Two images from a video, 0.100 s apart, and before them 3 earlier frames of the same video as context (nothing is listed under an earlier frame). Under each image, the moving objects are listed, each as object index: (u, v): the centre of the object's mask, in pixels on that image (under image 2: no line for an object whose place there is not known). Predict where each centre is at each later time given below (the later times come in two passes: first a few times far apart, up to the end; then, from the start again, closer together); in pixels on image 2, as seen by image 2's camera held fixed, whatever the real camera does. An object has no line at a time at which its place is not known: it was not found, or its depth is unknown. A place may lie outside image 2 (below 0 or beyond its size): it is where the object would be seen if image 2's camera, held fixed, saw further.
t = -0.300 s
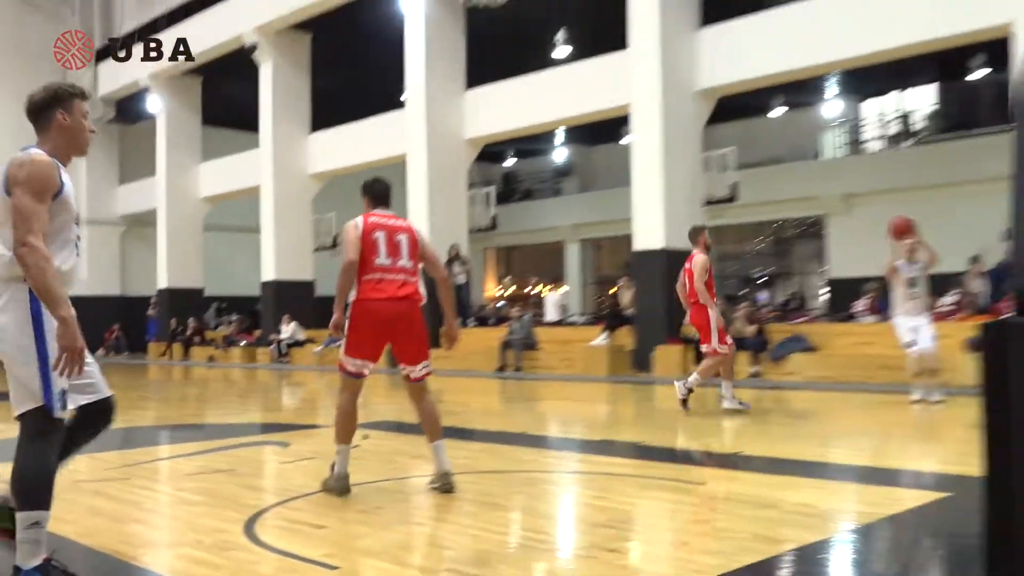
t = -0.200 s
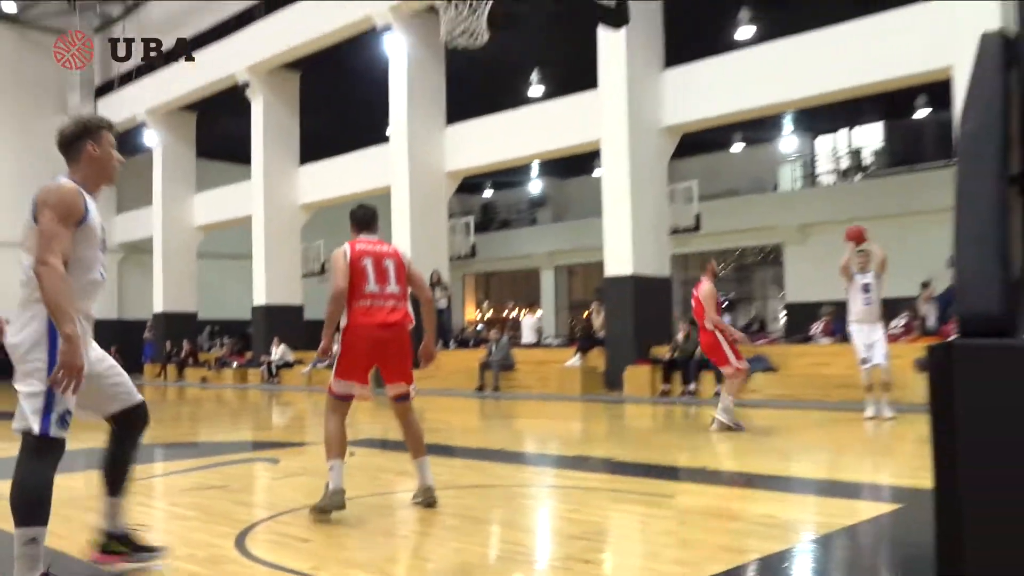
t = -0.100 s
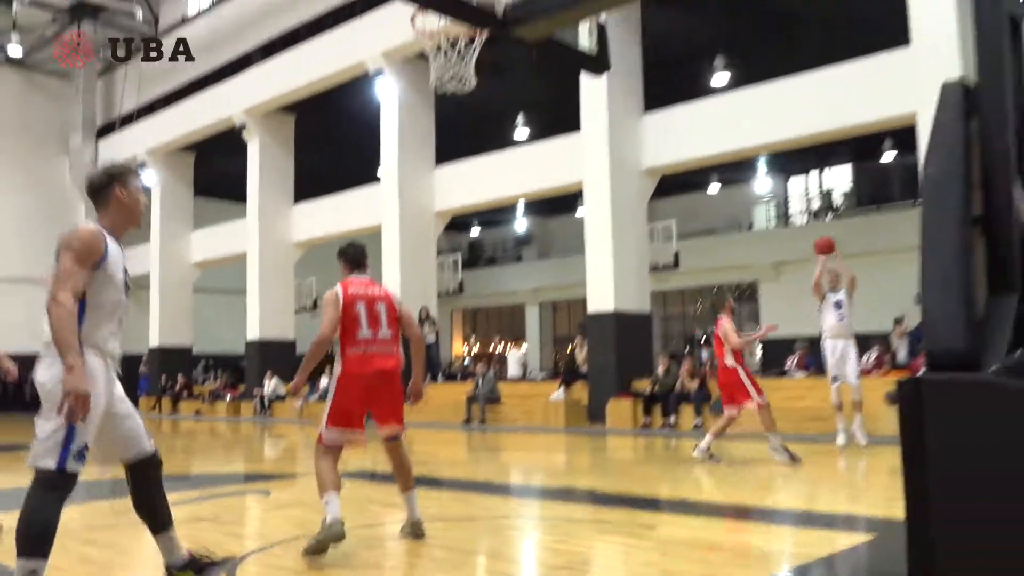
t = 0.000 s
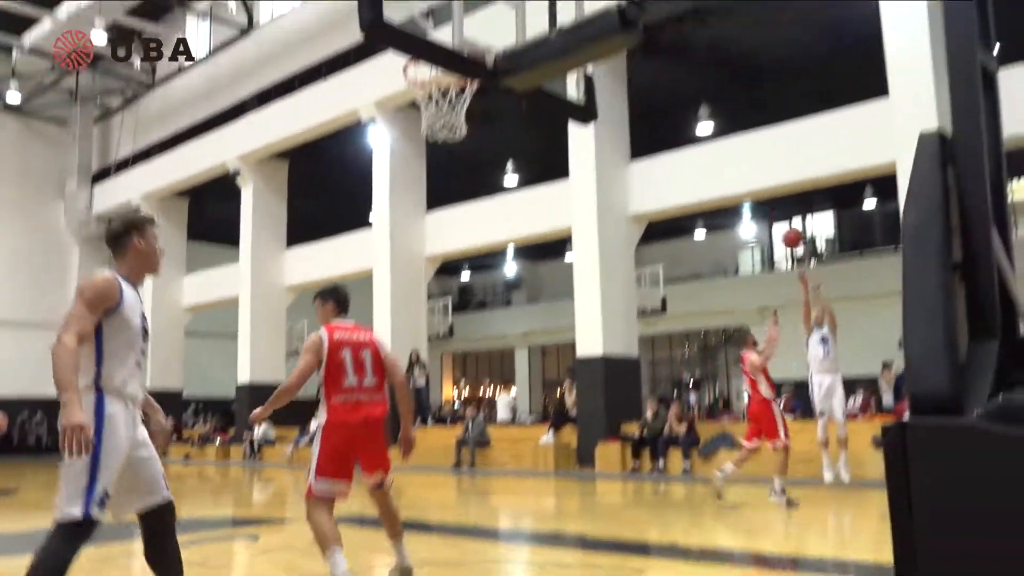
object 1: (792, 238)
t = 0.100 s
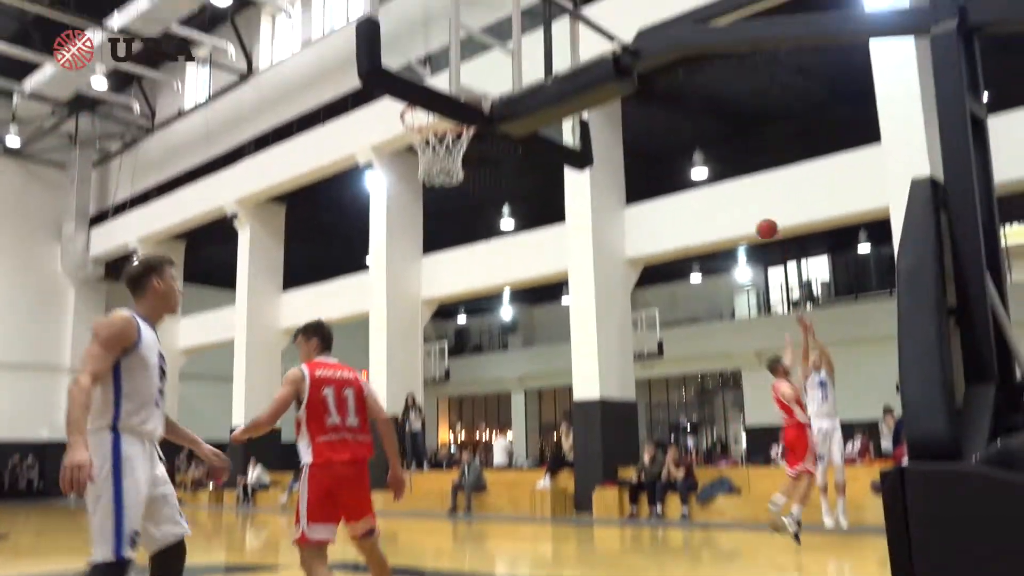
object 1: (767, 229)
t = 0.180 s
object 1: (750, 191)
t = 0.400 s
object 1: (699, 104)
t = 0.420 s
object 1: (694, 97)
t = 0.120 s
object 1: (763, 219)
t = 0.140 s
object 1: (758, 210)
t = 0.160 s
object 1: (754, 200)
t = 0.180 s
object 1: (750, 191)
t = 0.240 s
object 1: (737, 165)
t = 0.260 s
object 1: (733, 157)
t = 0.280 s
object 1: (728, 148)
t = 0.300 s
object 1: (723, 141)
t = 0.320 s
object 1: (718, 133)
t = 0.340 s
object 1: (713, 125)
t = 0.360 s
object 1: (709, 118)
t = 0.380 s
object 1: (703, 111)
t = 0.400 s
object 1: (699, 104)
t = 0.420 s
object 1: (694, 97)
